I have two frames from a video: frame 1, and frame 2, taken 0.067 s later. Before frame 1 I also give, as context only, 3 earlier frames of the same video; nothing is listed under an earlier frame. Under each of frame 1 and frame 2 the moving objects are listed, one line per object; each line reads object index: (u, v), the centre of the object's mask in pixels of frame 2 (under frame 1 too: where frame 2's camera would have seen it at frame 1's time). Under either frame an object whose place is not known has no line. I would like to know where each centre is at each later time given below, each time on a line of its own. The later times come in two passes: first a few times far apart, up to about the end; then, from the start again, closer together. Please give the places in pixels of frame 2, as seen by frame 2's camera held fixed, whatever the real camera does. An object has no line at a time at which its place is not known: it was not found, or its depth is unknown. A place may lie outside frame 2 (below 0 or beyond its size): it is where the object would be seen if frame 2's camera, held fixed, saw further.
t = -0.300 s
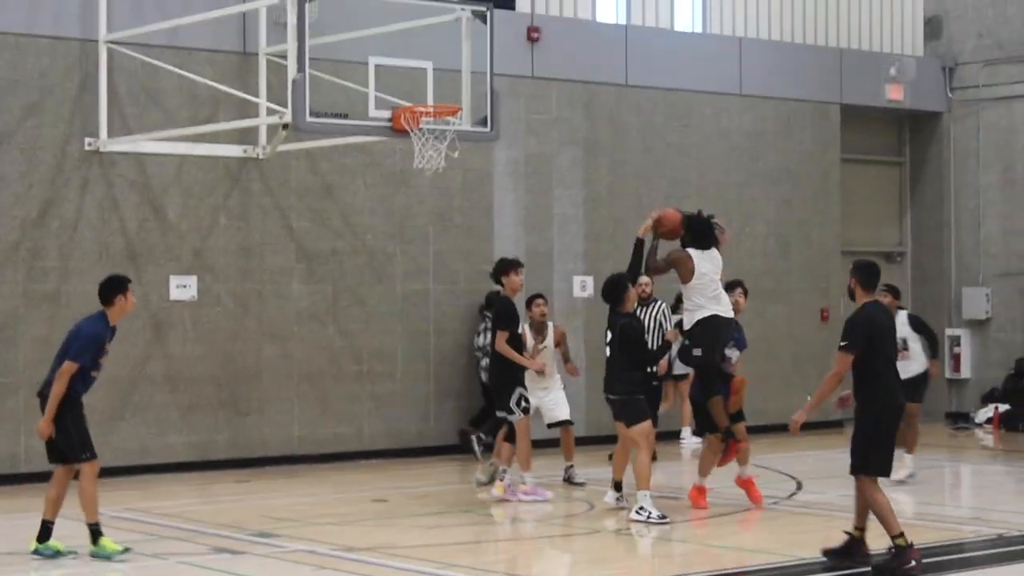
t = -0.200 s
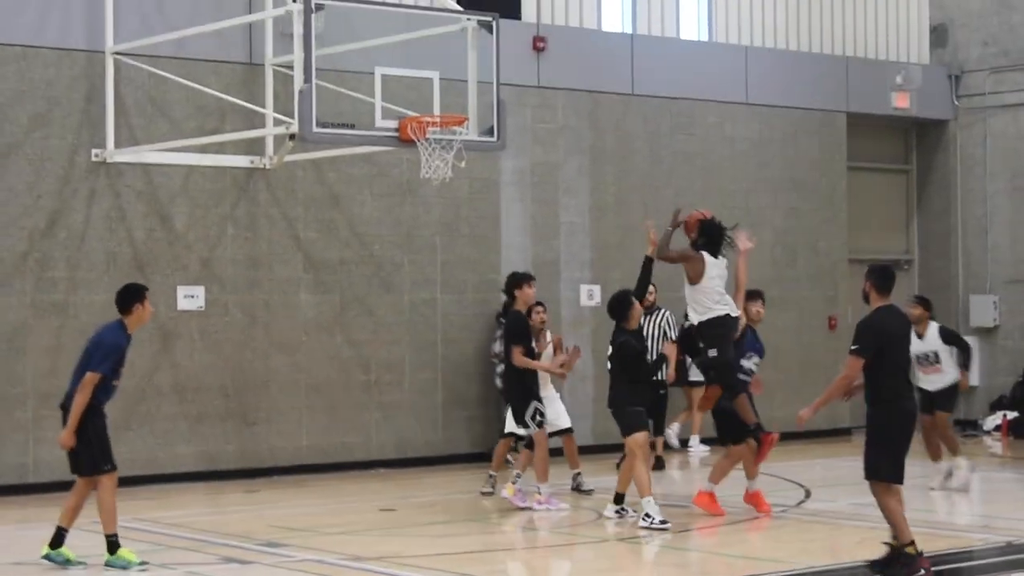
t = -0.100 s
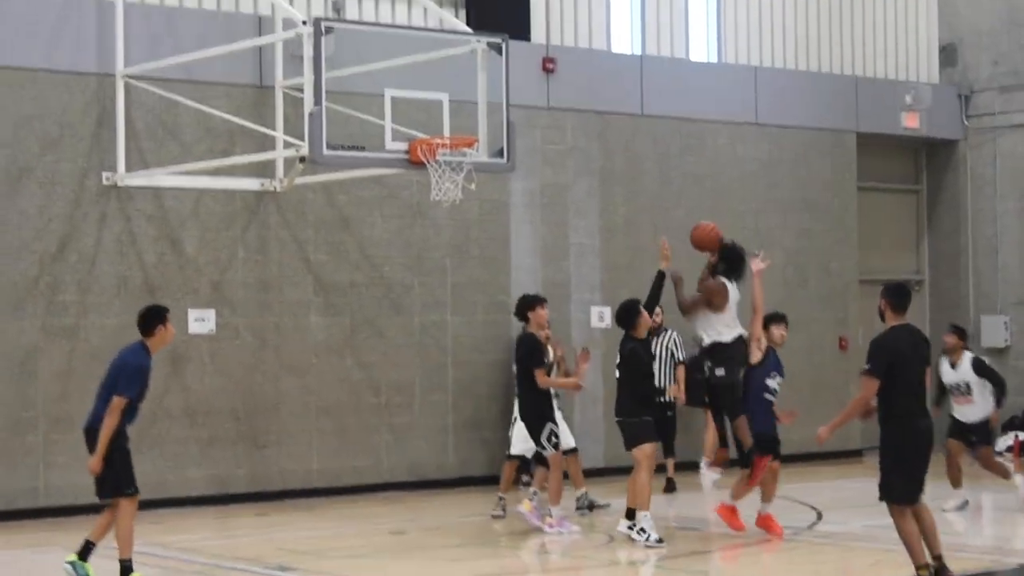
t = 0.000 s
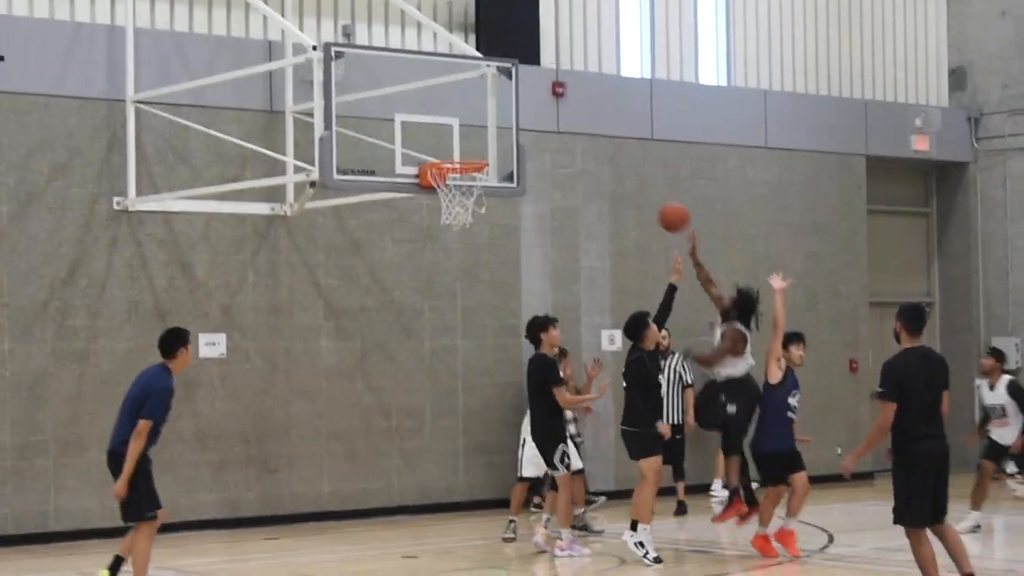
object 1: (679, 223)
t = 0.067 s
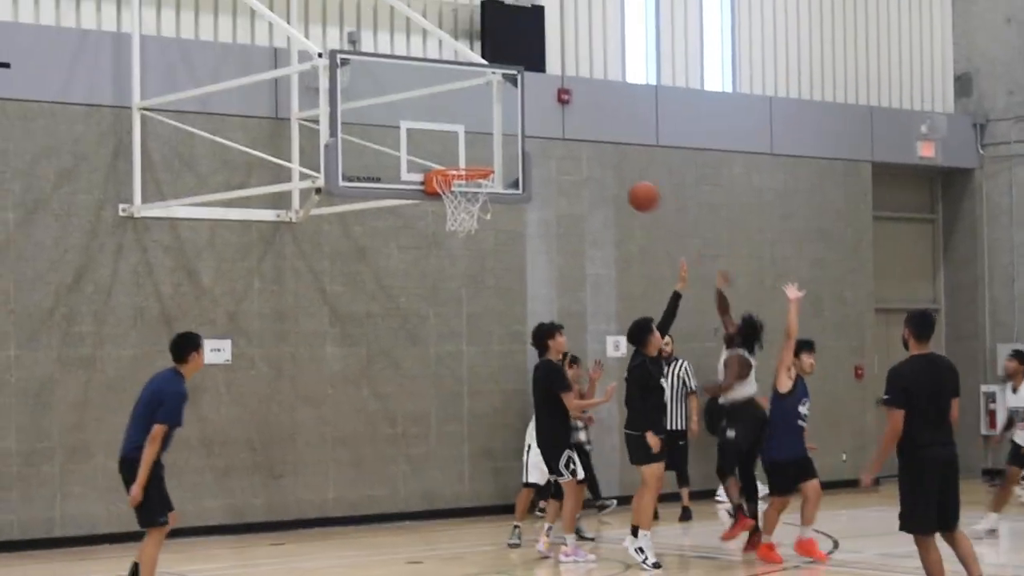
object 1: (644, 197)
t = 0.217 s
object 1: (564, 156)
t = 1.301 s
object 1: (454, 236)
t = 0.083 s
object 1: (635, 190)
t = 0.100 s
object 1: (626, 185)
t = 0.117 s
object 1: (618, 180)
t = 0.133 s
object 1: (608, 175)
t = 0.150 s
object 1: (600, 171)
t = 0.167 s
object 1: (591, 166)
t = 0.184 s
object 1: (582, 162)
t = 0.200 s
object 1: (573, 159)
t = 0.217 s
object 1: (564, 156)
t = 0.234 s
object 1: (556, 153)
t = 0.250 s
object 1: (548, 152)
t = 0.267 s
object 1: (540, 149)
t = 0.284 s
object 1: (531, 147)
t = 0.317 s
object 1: (514, 144)
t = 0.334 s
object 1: (506, 144)
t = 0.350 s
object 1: (498, 143)
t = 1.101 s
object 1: (457, 161)
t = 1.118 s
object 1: (458, 172)
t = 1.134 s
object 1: (463, 182)
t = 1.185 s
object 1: (463, 190)
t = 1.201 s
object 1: (461, 192)
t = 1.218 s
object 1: (455, 204)
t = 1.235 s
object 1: (454, 209)
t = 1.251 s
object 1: (454, 214)
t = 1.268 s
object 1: (454, 219)
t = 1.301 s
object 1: (454, 236)
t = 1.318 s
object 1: (454, 242)
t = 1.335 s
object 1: (455, 250)
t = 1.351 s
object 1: (455, 257)
